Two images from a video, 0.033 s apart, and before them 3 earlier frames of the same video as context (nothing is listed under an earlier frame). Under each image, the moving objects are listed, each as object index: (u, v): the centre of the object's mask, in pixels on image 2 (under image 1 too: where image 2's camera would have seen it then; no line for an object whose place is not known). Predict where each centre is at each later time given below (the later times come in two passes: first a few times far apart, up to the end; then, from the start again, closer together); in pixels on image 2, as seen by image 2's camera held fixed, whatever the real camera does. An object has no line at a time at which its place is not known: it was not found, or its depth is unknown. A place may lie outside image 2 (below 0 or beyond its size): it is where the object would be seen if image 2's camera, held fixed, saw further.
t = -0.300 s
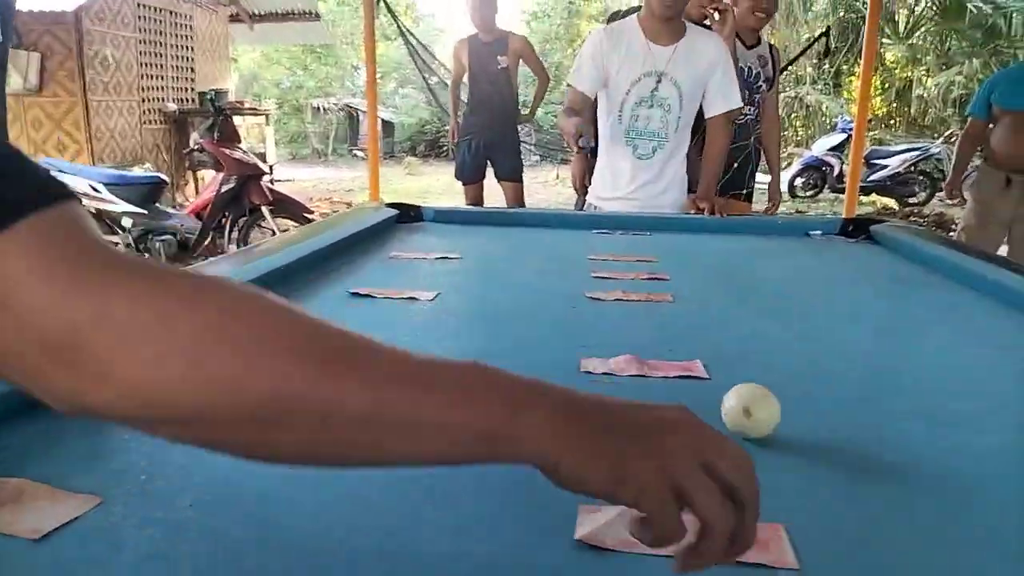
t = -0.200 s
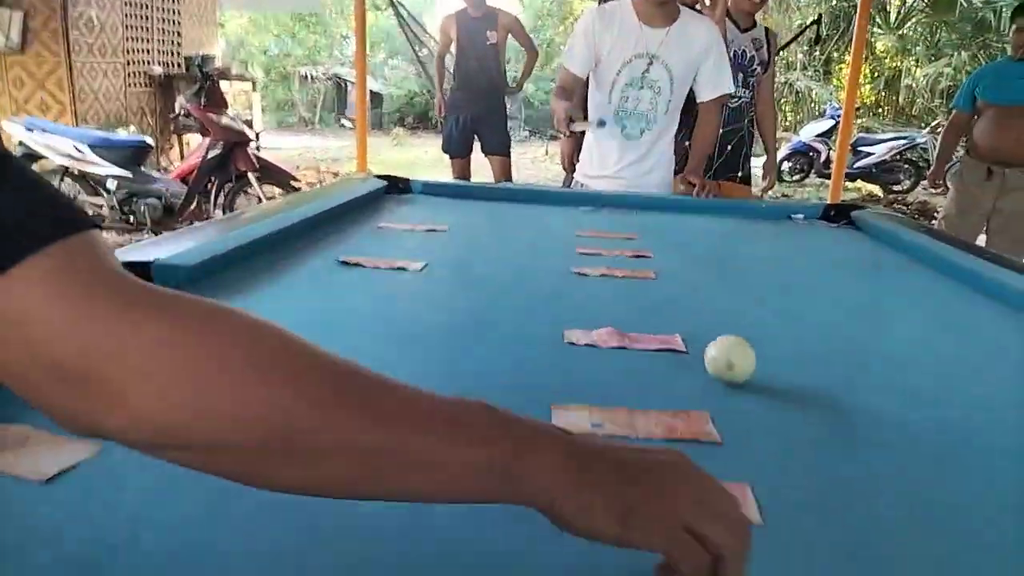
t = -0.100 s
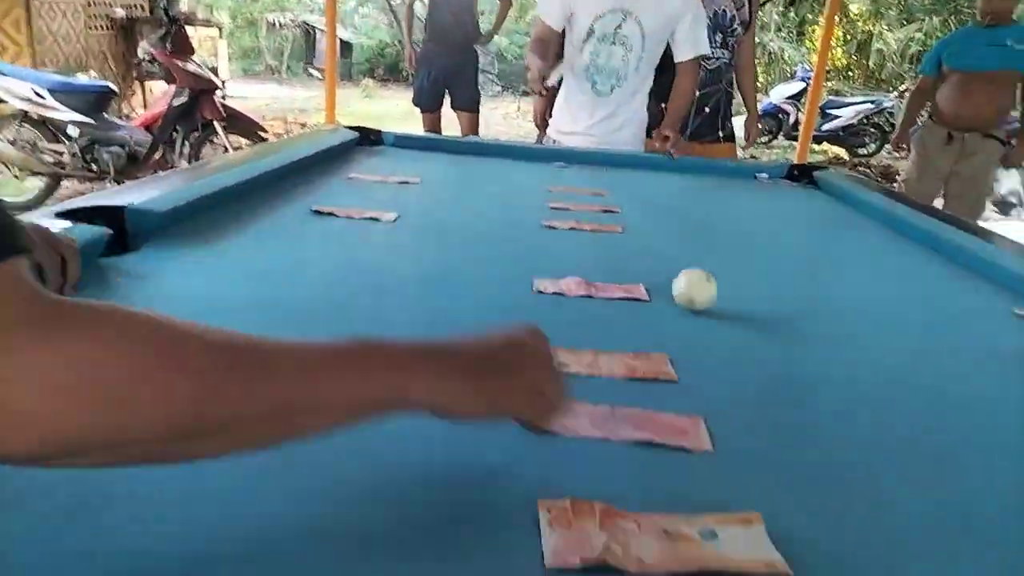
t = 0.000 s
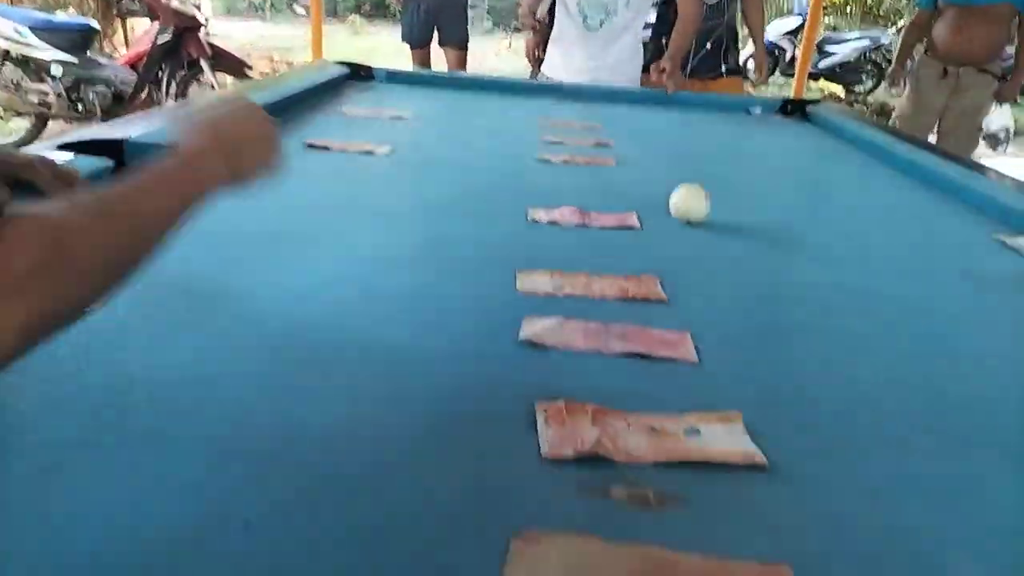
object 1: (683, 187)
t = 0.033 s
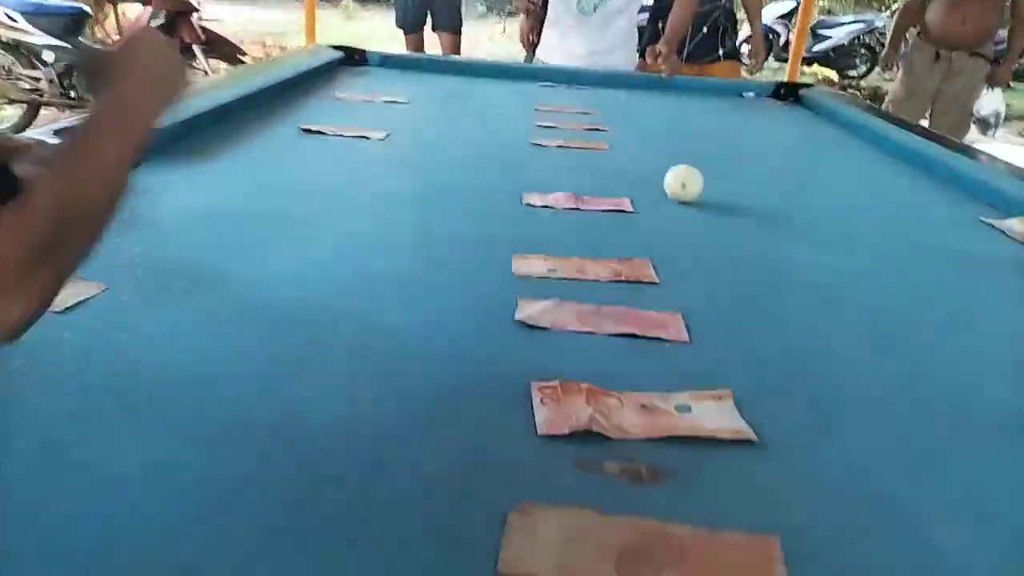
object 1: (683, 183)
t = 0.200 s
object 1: (689, 163)
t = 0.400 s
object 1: (695, 144)
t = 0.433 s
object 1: (696, 142)
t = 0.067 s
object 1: (685, 179)
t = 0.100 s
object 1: (686, 174)
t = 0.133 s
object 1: (687, 170)
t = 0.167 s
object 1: (688, 167)
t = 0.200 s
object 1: (689, 163)
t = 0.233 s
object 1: (691, 159)
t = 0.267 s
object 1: (691, 156)
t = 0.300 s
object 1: (692, 153)
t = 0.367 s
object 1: (694, 147)
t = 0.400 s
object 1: (695, 144)
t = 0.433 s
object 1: (696, 142)
